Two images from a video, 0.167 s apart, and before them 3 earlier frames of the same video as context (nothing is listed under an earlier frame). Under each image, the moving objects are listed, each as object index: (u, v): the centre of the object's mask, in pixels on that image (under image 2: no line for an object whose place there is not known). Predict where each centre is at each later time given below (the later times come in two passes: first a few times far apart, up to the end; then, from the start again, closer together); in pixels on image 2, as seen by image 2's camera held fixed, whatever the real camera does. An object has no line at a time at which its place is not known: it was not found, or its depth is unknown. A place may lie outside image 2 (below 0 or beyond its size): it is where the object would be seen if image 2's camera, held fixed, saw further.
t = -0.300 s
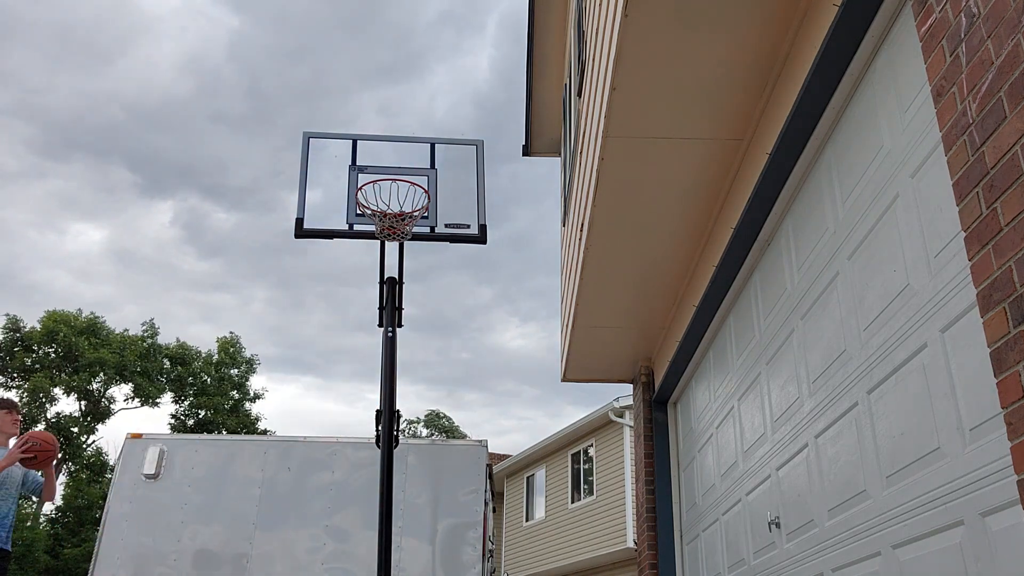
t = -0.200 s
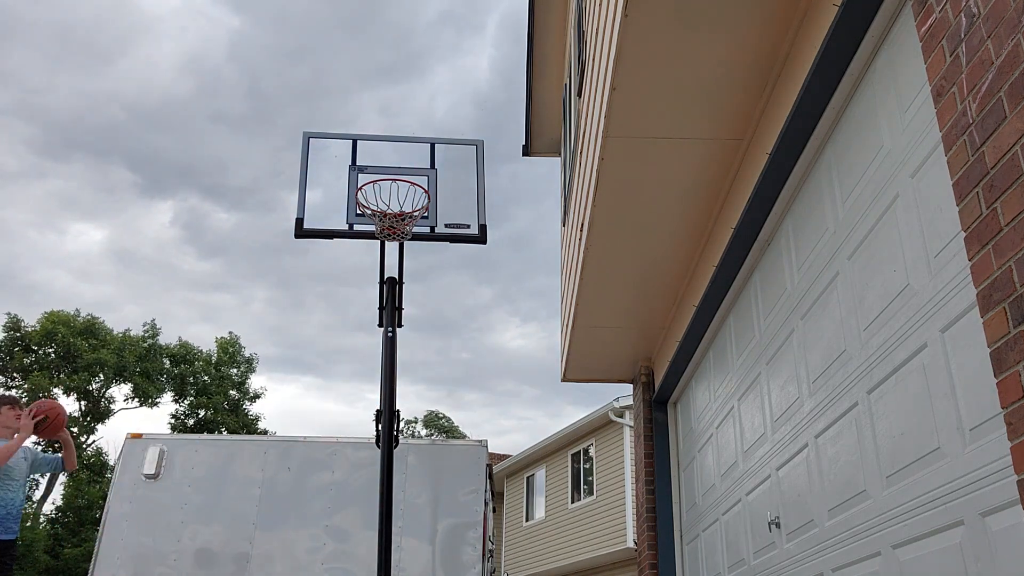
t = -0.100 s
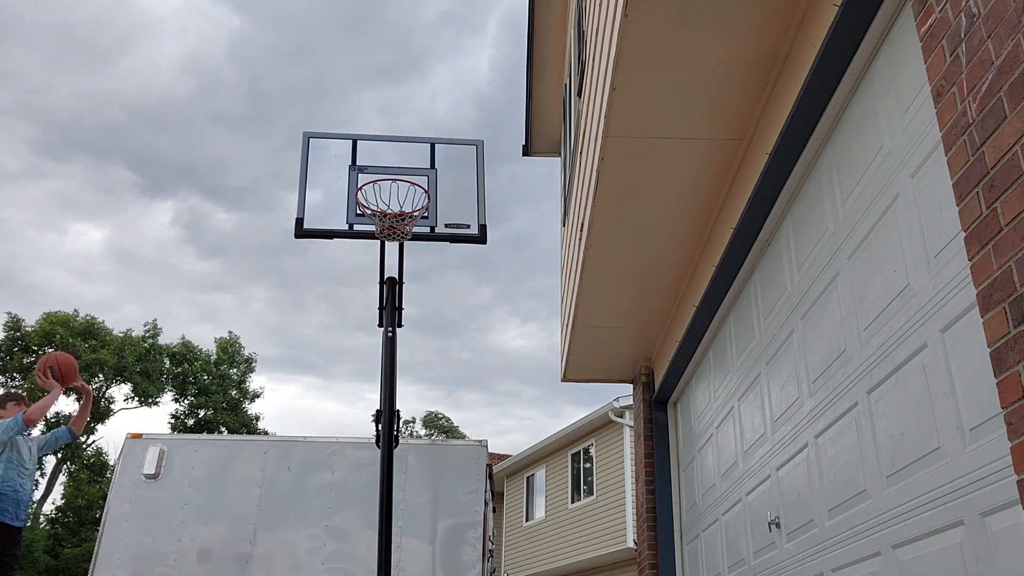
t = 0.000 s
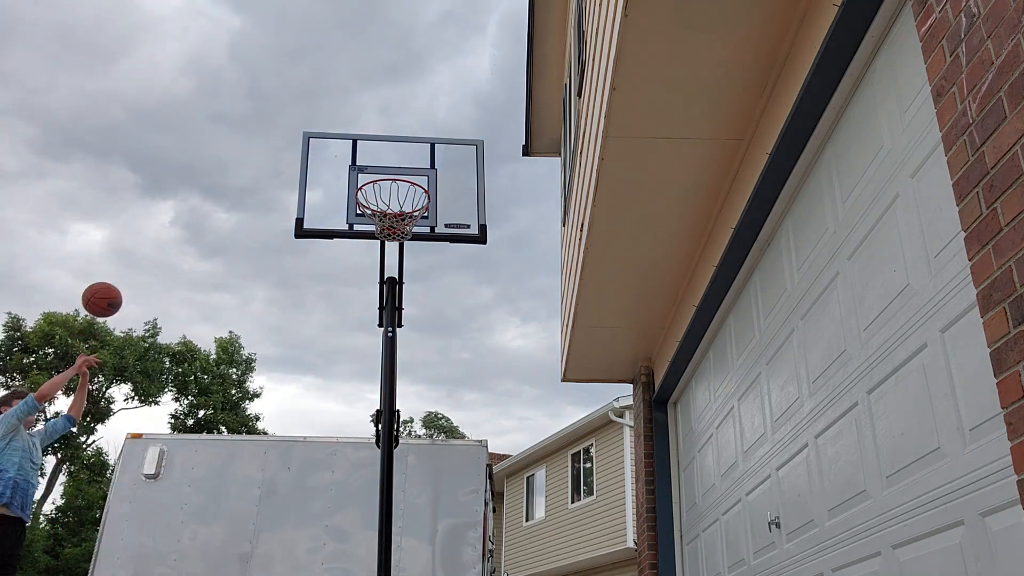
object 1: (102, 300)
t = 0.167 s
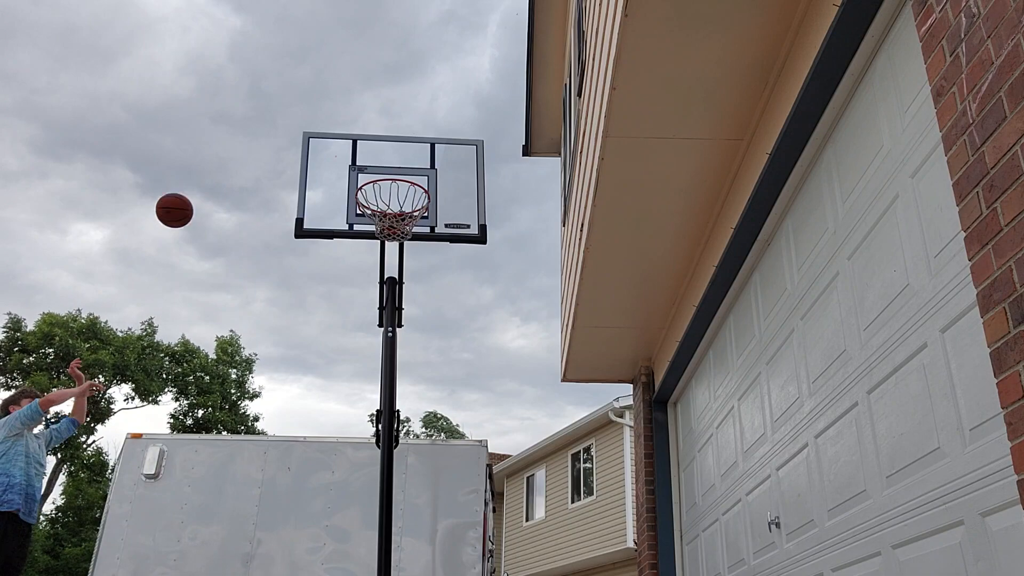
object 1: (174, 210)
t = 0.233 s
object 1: (199, 186)
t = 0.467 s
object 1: (278, 144)
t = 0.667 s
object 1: (336, 158)
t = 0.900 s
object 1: (391, 186)
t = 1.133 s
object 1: (402, 231)
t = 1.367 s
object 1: (383, 230)
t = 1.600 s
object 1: (390, 255)
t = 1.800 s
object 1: (392, 341)
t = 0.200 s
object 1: (187, 197)
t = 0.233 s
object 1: (199, 186)
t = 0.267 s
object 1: (211, 176)
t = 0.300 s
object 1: (223, 167)
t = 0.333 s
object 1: (234, 160)
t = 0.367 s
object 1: (246, 154)
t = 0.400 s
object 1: (257, 149)
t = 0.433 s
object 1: (268, 146)
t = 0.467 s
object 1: (278, 144)
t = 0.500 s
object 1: (288, 143)
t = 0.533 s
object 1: (298, 143)
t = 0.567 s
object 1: (308, 145)
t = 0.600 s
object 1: (318, 148)
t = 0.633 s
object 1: (327, 152)
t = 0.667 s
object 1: (336, 158)
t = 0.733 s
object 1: (355, 174)
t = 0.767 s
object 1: (364, 183)
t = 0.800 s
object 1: (371, 182)
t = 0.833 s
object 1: (378, 182)
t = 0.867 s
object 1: (384, 184)
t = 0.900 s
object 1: (391, 186)
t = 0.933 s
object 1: (397, 190)
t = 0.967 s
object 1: (399, 196)
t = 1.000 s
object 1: (401, 202)
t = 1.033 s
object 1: (402, 211)
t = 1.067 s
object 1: (403, 222)
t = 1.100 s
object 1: (404, 229)
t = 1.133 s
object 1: (402, 231)
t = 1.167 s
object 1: (399, 231)
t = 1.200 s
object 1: (395, 231)
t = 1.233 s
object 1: (390, 231)
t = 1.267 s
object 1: (386, 231)
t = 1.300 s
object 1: (384, 231)
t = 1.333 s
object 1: (383, 230)
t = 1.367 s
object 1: (383, 230)
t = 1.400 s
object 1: (383, 230)
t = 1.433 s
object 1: (384, 230)
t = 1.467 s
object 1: (385, 236)
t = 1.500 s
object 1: (386, 238)
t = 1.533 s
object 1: (388, 241)
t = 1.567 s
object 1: (389, 247)
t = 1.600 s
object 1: (390, 255)
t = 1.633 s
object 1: (391, 265)
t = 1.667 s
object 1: (391, 276)
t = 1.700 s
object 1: (392, 289)
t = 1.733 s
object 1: (392, 305)
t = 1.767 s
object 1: (392, 322)
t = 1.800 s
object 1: (392, 341)
